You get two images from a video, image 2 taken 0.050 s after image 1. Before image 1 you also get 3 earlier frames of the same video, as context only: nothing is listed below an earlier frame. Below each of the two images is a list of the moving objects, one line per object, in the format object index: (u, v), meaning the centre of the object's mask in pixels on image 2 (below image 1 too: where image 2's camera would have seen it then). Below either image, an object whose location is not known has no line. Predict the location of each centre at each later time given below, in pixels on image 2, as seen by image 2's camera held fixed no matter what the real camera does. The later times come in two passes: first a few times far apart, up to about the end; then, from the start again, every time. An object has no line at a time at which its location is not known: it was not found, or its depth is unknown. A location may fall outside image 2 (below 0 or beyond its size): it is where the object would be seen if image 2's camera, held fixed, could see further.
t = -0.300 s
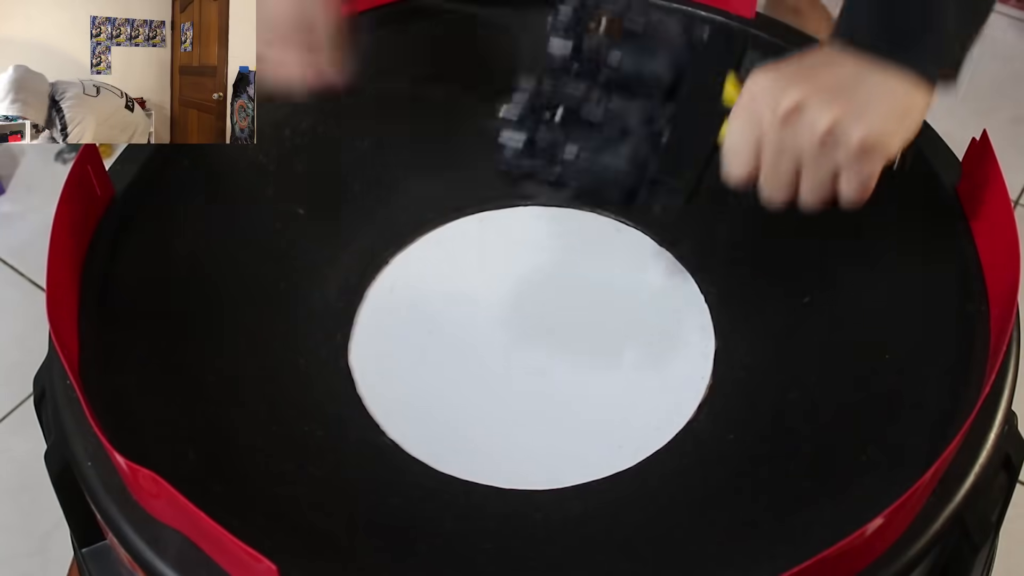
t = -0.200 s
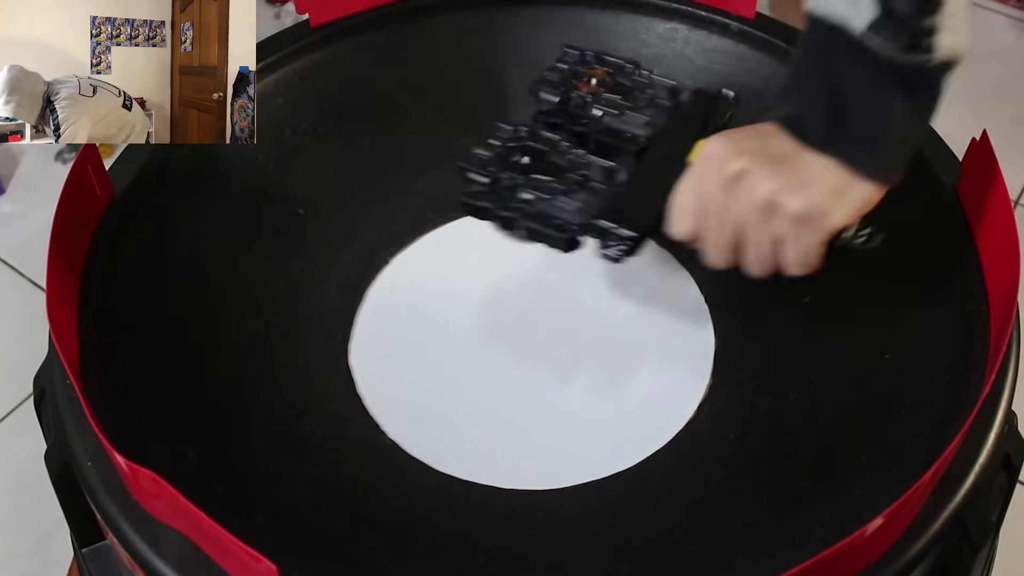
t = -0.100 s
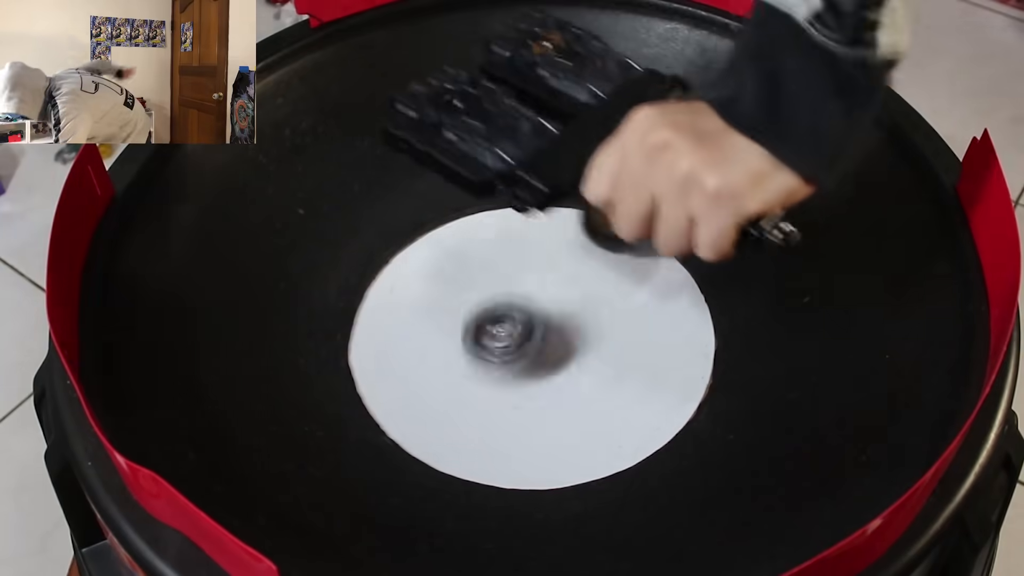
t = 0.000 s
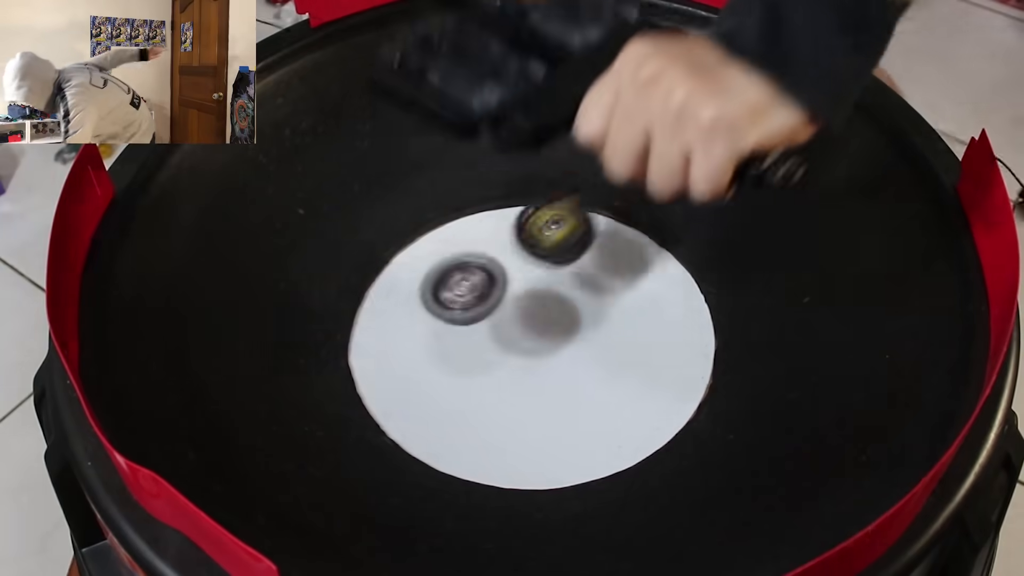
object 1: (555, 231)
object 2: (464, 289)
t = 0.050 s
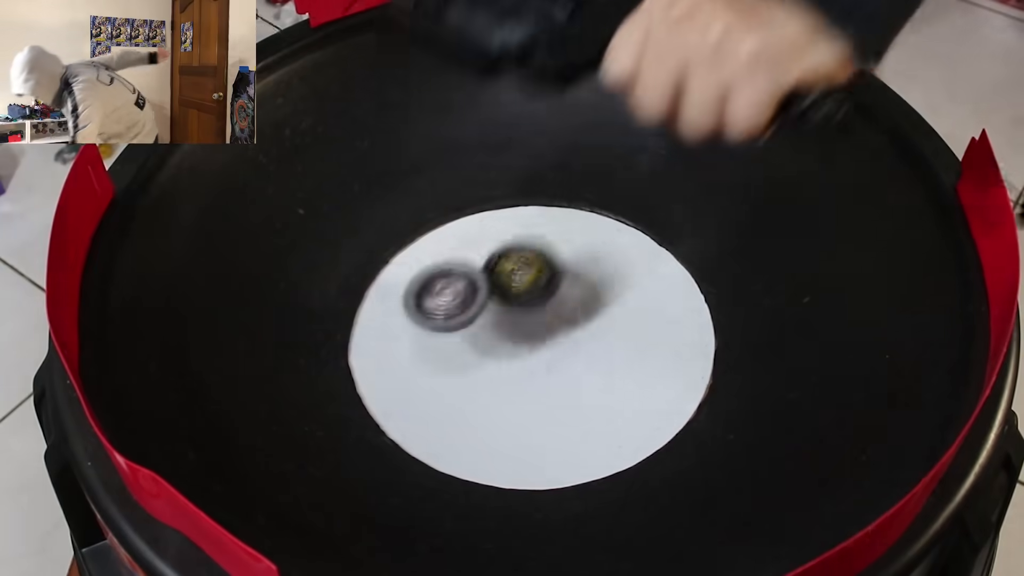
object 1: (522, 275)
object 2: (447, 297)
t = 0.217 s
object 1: (576, 417)
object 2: (359, 237)
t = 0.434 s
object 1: (655, 448)
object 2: (450, 275)
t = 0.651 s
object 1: (680, 412)
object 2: (583, 329)
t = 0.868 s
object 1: (643, 406)
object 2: (545, 256)
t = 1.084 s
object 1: (550, 381)
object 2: (411, 190)
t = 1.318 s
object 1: (429, 363)
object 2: (321, 261)
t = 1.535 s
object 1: (445, 391)
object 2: (334, 368)
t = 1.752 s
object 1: (555, 391)
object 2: (454, 389)
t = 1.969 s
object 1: (604, 276)
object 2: (520, 306)
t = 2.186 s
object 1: (523, 195)
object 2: (466, 269)
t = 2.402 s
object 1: (391, 273)
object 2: (434, 337)
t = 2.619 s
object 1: (446, 403)
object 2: (545, 410)
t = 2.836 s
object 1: (611, 364)
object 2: (697, 297)
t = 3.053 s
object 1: (562, 267)
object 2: (575, 185)
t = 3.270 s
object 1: (416, 290)
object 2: (432, 139)
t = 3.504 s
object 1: (441, 380)
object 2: (409, 235)
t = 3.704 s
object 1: (562, 398)
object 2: (542, 322)
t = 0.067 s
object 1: (513, 296)
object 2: (441, 305)
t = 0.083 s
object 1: (506, 317)
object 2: (436, 315)
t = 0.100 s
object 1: (507, 326)
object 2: (422, 313)
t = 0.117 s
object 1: (518, 338)
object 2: (395, 300)
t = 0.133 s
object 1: (527, 349)
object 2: (369, 291)
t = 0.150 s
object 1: (537, 364)
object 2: (352, 283)
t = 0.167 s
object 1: (548, 383)
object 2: (352, 268)
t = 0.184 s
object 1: (558, 400)
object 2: (353, 255)
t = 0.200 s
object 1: (567, 407)
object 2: (356, 245)
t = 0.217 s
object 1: (576, 417)
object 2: (359, 237)
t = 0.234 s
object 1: (585, 429)
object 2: (362, 231)
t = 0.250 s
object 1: (595, 436)
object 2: (366, 228)
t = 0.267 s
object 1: (604, 441)
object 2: (371, 228)
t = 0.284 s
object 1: (610, 440)
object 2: (375, 230)
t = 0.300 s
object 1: (616, 440)
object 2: (379, 235)
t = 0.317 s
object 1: (622, 443)
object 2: (385, 242)
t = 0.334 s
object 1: (627, 444)
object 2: (391, 253)
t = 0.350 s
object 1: (632, 446)
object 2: (398, 266)
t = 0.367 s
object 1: (637, 447)
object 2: (407, 270)
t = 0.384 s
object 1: (642, 448)
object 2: (416, 267)
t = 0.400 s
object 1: (646, 448)
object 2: (427, 267)
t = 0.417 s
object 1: (651, 449)
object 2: (438, 270)
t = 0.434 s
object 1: (655, 448)
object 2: (450, 275)
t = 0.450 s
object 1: (659, 448)
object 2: (461, 282)
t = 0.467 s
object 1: (663, 447)
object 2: (473, 291)
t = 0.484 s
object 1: (667, 446)
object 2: (483, 292)
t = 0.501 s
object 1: (670, 444)
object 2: (494, 295)
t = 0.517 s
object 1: (673, 441)
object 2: (506, 300)
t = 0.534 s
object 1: (676, 438)
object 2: (516, 303)
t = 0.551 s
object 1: (679, 435)
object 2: (526, 303)
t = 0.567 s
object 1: (681, 431)
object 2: (538, 307)
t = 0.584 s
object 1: (682, 428)
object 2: (547, 313)
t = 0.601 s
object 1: (683, 424)
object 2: (559, 322)
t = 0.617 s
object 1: (683, 420)
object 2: (568, 326)
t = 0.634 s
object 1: (682, 416)
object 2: (575, 326)
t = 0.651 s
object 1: (680, 412)
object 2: (583, 329)
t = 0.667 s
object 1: (678, 409)
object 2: (590, 335)
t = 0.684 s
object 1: (675, 406)
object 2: (598, 343)
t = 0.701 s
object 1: (671, 403)
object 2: (604, 345)
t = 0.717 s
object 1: (667, 401)
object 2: (609, 348)
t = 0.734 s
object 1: (664, 399)
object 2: (611, 346)
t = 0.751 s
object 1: (666, 401)
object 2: (607, 336)
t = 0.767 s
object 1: (665, 400)
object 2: (599, 325)
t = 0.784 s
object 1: (662, 399)
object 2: (591, 313)
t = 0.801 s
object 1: (659, 400)
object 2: (582, 301)
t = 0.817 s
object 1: (656, 405)
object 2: (574, 291)
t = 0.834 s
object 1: (652, 406)
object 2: (565, 280)
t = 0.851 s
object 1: (648, 405)
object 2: (555, 267)
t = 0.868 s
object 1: (643, 406)
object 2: (545, 256)
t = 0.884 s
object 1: (637, 405)
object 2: (533, 247)
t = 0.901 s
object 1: (632, 404)
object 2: (524, 239)
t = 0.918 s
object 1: (626, 402)
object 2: (513, 227)
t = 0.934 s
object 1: (620, 401)
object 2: (501, 218)
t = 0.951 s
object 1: (613, 399)
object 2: (490, 212)
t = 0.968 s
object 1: (606, 397)
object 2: (480, 208)
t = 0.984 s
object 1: (599, 395)
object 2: (469, 200)
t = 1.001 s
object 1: (592, 393)
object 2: (459, 194)
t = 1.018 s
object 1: (584, 390)
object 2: (450, 191)
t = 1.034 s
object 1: (576, 388)
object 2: (440, 191)
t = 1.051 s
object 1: (567, 386)
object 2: (431, 191)
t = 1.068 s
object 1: (559, 383)
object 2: (420, 189)
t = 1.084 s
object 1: (550, 381)
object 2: (411, 190)
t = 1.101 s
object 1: (541, 379)
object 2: (400, 189)
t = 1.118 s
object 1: (532, 377)
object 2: (392, 188)
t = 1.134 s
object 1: (523, 375)
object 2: (382, 191)
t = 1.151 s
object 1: (513, 373)
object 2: (374, 195)
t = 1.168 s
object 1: (505, 372)
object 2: (365, 196)
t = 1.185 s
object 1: (495, 371)
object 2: (359, 199)
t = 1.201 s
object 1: (486, 370)
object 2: (352, 204)
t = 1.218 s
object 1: (476, 368)
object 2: (346, 212)
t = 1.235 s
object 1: (467, 367)
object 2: (340, 218)
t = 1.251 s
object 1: (458, 366)
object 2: (336, 224)
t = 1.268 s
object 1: (450, 364)
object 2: (331, 233)
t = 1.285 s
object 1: (443, 364)
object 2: (327, 243)
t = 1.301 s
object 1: (436, 364)
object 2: (323, 251)
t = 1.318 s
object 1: (429, 363)
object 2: (321, 261)
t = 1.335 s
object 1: (423, 364)
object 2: (318, 270)
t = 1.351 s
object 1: (418, 362)
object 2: (318, 281)
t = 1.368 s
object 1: (414, 362)
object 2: (317, 294)
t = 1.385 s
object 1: (410, 364)
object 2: (318, 304)
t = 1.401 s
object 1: (407, 364)
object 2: (321, 315)
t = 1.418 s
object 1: (404, 365)
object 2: (326, 328)
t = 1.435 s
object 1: (405, 367)
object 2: (328, 335)
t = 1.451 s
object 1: (410, 371)
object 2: (328, 341)
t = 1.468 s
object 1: (416, 375)
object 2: (327, 349)
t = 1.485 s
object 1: (423, 379)
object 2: (327, 354)
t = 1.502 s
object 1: (430, 384)
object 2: (328, 359)
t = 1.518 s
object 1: (437, 386)
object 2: (331, 364)
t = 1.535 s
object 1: (445, 391)
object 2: (334, 368)
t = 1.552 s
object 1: (453, 395)
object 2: (339, 372)
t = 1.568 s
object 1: (461, 397)
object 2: (346, 376)
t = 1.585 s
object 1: (469, 401)
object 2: (354, 379)
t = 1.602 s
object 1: (477, 403)
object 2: (364, 382)
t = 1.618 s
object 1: (485, 405)
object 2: (373, 385)
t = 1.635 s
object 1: (493, 405)
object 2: (385, 390)
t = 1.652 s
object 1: (500, 405)
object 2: (395, 395)
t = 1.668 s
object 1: (506, 404)
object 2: (407, 394)
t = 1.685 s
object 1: (514, 404)
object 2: (421, 394)
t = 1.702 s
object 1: (526, 402)
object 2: (427, 395)
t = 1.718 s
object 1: (537, 399)
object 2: (436, 394)
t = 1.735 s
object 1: (546, 395)
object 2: (443, 393)
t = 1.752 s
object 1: (555, 391)
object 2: (454, 389)
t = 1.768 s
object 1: (563, 385)
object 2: (464, 386)
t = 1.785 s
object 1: (569, 379)
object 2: (474, 382)
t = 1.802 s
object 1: (576, 373)
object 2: (484, 377)
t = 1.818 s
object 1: (585, 365)
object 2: (489, 371)
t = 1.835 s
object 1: (594, 356)
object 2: (494, 366)
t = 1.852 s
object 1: (600, 347)
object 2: (498, 358)
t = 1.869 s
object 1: (605, 337)
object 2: (502, 351)
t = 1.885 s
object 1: (609, 327)
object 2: (506, 345)
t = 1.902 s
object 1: (611, 318)
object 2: (509, 337)
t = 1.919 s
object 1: (611, 307)
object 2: (512, 329)
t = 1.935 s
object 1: (610, 297)
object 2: (514, 322)
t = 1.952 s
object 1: (608, 287)
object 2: (519, 315)
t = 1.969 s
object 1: (604, 276)
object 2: (520, 306)
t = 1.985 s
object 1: (599, 266)
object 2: (522, 300)
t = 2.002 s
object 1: (592, 257)
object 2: (526, 292)
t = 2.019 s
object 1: (586, 247)
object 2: (526, 283)
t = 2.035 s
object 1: (583, 234)
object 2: (519, 280)
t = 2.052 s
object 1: (581, 222)
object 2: (514, 280)
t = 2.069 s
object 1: (578, 211)
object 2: (509, 276)
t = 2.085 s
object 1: (574, 202)
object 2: (502, 272)
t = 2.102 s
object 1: (569, 194)
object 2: (497, 272)
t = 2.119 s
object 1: (562, 189)
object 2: (491, 273)
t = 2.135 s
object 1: (551, 187)
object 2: (485, 268)
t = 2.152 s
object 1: (542, 187)
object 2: (479, 266)
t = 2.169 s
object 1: (532, 189)
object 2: (472, 266)
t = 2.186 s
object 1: (523, 195)
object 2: (466, 269)
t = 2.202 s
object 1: (511, 197)
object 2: (462, 268)
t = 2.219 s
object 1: (500, 198)
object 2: (457, 267)
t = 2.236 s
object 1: (487, 202)
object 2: (452, 269)
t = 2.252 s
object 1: (475, 204)
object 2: (448, 274)
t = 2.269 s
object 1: (462, 208)
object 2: (445, 277)
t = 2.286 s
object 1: (448, 212)
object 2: (443, 279)
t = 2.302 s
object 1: (438, 216)
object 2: (441, 289)
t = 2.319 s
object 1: (429, 222)
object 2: (439, 297)
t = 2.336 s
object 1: (421, 231)
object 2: (437, 304)
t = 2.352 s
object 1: (412, 239)
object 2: (436, 314)
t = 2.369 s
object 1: (404, 250)
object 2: (435, 323)
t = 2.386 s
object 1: (398, 261)
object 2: (434, 328)
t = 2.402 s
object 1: (391, 273)
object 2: (434, 337)
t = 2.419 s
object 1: (387, 286)
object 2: (435, 345)
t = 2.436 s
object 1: (384, 297)
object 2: (436, 354)
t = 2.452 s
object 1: (381, 306)
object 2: (440, 363)
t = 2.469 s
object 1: (381, 318)
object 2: (444, 371)
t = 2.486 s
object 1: (382, 330)
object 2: (451, 379)
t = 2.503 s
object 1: (385, 342)
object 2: (460, 386)
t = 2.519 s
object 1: (389, 352)
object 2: (470, 392)
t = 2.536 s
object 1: (393, 362)
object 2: (484, 401)
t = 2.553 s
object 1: (400, 371)
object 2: (495, 403)
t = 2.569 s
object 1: (409, 380)
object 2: (506, 403)
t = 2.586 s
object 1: (420, 389)
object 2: (520, 407)
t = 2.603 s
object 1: (432, 396)
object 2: (535, 413)
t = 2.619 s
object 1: (446, 403)
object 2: (545, 410)
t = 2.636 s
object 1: (460, 408)
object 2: (557, 405)
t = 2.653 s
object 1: (476, 412)
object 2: (574, 403)
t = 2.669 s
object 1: (492, 414)
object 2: (586, 403)
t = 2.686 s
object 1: (508, 416)
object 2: (597, 400)
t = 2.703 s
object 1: (522, 414)
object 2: (612, 390)
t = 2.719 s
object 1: (535, 412)
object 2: (630, 382)
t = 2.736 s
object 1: (548, 409)
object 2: (644, 377)
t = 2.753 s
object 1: (560, 404)
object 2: (656, 362)
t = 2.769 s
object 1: (572, 398)
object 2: (666, 349)
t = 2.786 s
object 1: (584, 391)
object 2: (677, 339)
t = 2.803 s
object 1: (594, 383)
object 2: (686, 331)
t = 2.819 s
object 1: (603, 374)
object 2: (693, 314)
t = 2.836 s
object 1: (611, 364)
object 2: (697, 297)
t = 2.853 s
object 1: (617, 355)
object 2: (700, 285)
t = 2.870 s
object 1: (622, 345)
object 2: (703, 276)
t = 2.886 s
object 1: (626, 334)
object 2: (702, 266)
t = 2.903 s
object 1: (628, 324)
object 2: (692, 253)
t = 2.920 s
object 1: (629, 313)
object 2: (679, 242)
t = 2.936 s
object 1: (628, 302)
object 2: (668, 235)
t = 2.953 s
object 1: (624, 294)
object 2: (658, 226)
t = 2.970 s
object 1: (616, 288)
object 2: (652, 216)
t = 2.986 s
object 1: (606, 283)
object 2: (638, 207)
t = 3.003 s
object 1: (597, 276)
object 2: (621, 200)
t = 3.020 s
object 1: (587, 270)
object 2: (607, 196)
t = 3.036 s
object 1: (577, 267)
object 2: (589, 193)
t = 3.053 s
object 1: (562, 267)
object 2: (575, 185)
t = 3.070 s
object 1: (547, 267)
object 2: (561, 179)
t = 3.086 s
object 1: (531, 267)
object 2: (545, 176)
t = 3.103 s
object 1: (517, 266)
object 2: (533, 168)
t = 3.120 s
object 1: (504, 265)
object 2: (521, 161)
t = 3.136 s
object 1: (491, 265)
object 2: (511, 157)
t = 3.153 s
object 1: (480, 266)
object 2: (499, 154)
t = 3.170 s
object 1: (468, 267)
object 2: (488, 151)
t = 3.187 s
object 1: (458, 269)
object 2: (477, 145)
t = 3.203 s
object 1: (449, 272)
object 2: (468, 143)
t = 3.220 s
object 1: (439, 275)
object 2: (459, 140)
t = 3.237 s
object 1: (430, 280)
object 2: (450, 139)
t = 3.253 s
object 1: (422, 284)
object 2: (441, 139)
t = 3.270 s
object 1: (416, 290)
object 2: (432, 139)
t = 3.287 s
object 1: (410, 296)
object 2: (425, 141)
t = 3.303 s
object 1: (406, 303)
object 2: (419, 145)
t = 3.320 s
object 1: (403, 309)
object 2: (413, 150)
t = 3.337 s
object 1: (401, 316)
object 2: (409, 156)
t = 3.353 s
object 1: (400, 324)
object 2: (406, 163)
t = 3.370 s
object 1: (400, 331)
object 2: (402, 170)
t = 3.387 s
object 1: (401, 338)
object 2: (400, 177)
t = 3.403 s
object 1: (404, 346)
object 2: (400, 185)
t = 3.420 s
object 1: (408, 353)
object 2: (400, 194)
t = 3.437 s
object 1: (413, 359)
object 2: (400, 201)
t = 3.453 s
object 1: (419, 365)
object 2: (401, 209)
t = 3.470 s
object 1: (426, 371)
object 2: (402, 217)
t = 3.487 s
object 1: (434, 376)
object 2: (405, 226)
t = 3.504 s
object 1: (441, 380)
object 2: (409, 235)
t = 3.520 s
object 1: (451, 384)
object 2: (414, 248)
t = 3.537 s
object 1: (461, 387)
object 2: (419, 260)
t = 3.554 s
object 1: (471, 389)
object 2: (427, 271)
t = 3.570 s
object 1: (482, 390)
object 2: (438, 286)
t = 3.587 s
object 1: (493, 391)
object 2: (447, 295)
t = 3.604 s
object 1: (503, 390)
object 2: (456, 306)
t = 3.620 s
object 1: (513, 387)
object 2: (468, 317)
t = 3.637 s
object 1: (524, 385)
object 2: (477, 324)
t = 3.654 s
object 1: (534, 386)
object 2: (492, 328)
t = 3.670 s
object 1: (543, 391)
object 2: (508, 327)
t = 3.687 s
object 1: (552, 395)
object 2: (525, 325)
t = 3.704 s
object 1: (562, 398)
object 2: (542, 322)
